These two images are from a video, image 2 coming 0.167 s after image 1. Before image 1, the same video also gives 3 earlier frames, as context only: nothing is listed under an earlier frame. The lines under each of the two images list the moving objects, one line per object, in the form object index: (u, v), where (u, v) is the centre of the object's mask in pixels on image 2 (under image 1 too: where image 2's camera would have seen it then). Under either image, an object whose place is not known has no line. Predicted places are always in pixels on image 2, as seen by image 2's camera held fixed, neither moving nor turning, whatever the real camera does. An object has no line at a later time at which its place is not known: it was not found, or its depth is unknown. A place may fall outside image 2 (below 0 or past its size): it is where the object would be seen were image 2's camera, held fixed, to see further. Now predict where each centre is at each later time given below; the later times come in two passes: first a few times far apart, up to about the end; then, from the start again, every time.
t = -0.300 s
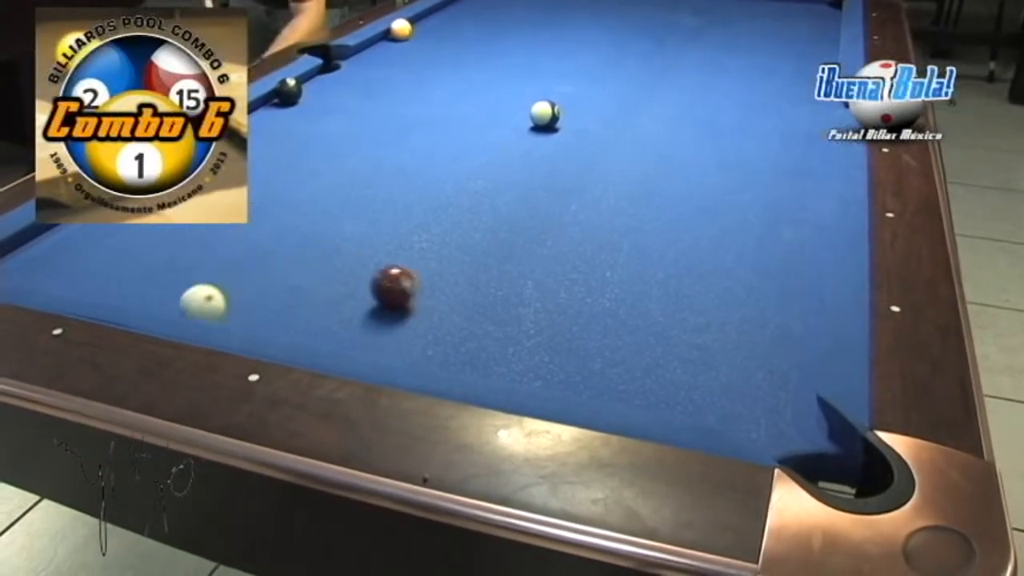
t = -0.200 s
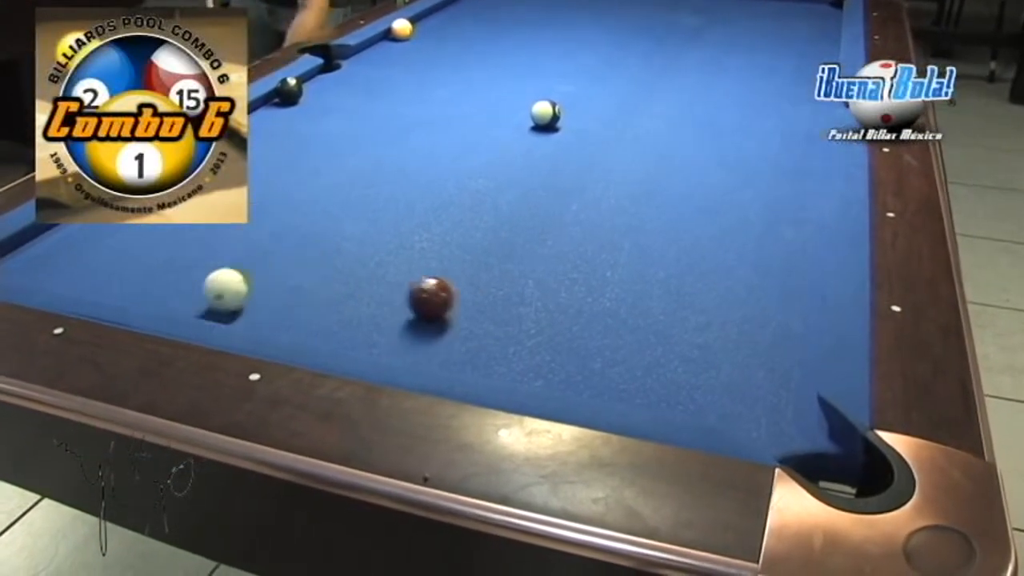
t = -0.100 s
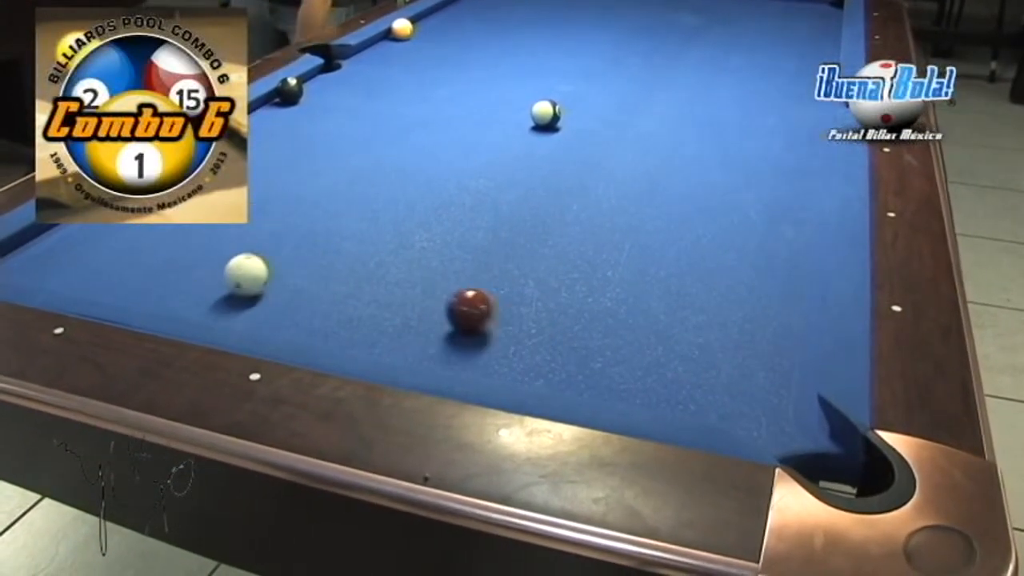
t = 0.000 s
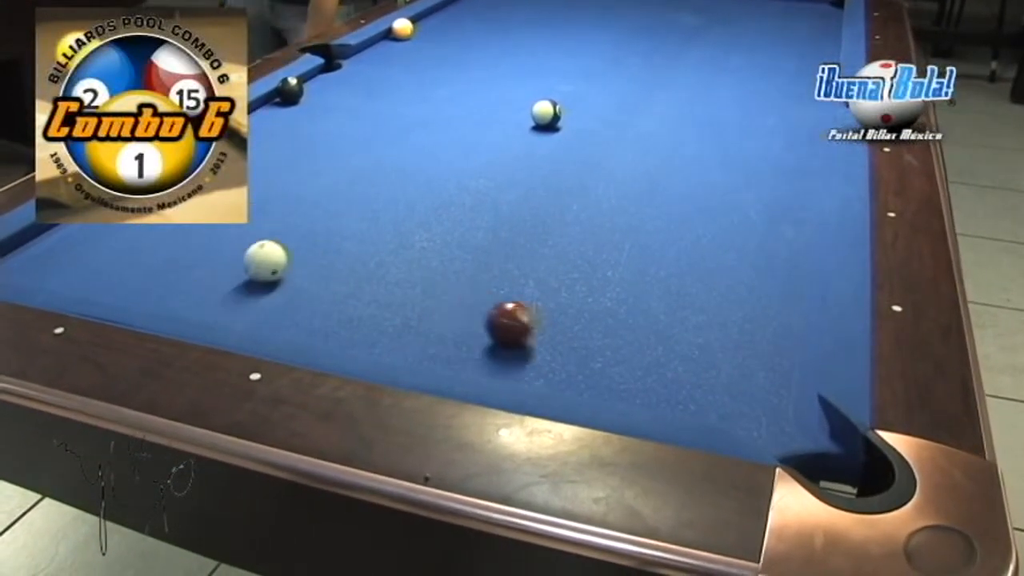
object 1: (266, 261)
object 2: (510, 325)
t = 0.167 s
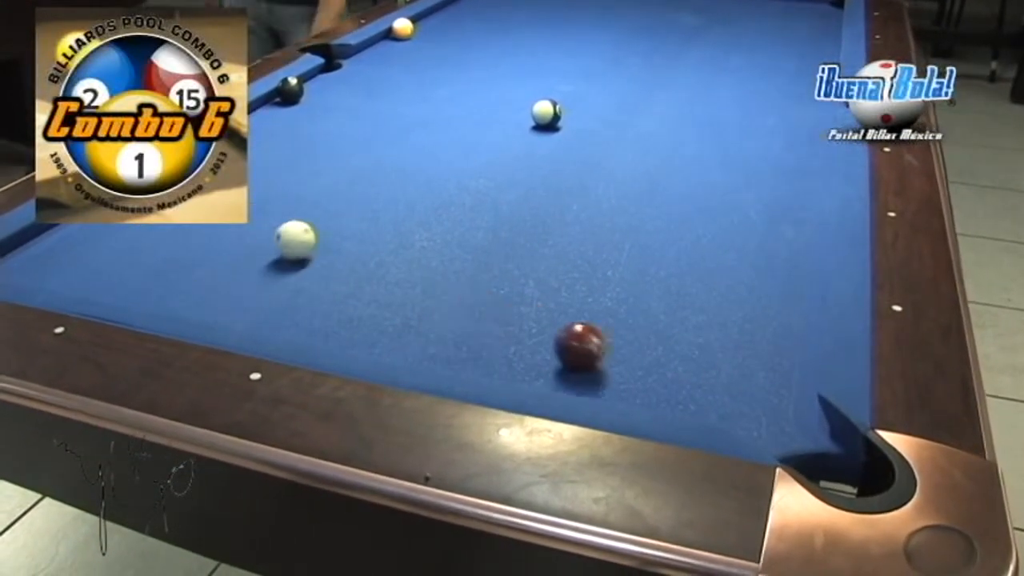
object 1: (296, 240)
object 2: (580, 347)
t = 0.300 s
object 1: (316, 226)
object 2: (638, 366)
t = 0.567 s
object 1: (353, 200)
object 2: (762, 407)
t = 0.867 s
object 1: (389, 176)
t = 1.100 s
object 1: (413, 161)
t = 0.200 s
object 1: (301, 236)
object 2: (594, 352)
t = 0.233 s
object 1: (306, 233)
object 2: (608, 356)
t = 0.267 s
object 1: (312, 229)
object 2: (623, 360)
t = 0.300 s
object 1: (316, 226)
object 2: (638, 366)
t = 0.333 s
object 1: (322, 222)
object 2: (654, 370)
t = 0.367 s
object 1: (326, 219)
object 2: (667, 375)
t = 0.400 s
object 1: (331, 215)
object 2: (683, 380)
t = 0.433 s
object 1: (335, 212)
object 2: (699, 386)
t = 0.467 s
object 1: (339, 209)
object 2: (715, 391)
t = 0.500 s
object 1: (344, 206)
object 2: (731, 396)
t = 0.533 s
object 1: (349, 202)
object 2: (747, 402)
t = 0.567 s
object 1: (353, 200)
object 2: (762, 407)
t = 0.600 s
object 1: (357, 197)
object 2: (777, 412)
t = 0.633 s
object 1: (361, 195)
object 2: (793, 418)
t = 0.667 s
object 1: (365, 191)
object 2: (811, 423)
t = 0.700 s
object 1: (369, 189)
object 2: (815, 431)
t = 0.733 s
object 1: (373, 186)
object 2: (818, 442)
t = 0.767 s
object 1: (377, 184)
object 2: (817, 456)
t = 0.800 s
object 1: (381, 181)
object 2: (821, 471)
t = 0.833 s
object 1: (385, 178)
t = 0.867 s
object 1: (389, 176)
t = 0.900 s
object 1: (392, 174)
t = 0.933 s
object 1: (395, 171)
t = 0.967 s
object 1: (399, 169)
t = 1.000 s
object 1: (402, 167)
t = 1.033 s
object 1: (405, 165)
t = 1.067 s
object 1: (409, 163)
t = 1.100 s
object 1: (413, 161)
